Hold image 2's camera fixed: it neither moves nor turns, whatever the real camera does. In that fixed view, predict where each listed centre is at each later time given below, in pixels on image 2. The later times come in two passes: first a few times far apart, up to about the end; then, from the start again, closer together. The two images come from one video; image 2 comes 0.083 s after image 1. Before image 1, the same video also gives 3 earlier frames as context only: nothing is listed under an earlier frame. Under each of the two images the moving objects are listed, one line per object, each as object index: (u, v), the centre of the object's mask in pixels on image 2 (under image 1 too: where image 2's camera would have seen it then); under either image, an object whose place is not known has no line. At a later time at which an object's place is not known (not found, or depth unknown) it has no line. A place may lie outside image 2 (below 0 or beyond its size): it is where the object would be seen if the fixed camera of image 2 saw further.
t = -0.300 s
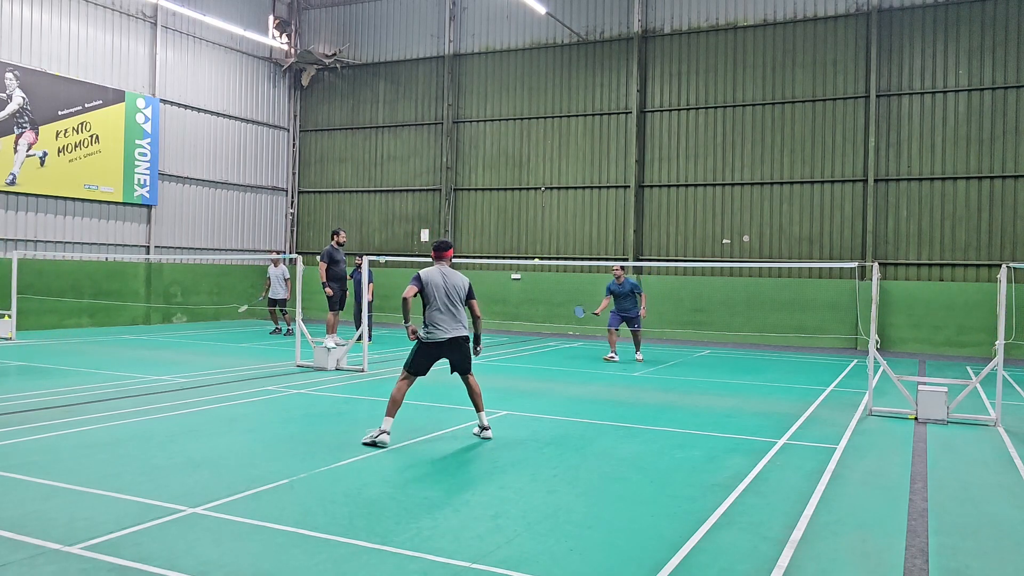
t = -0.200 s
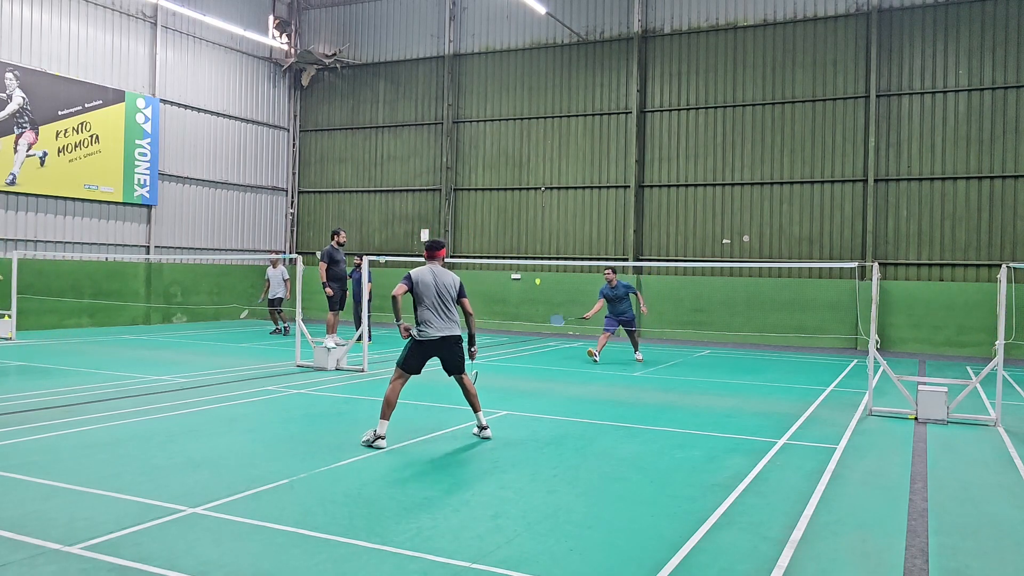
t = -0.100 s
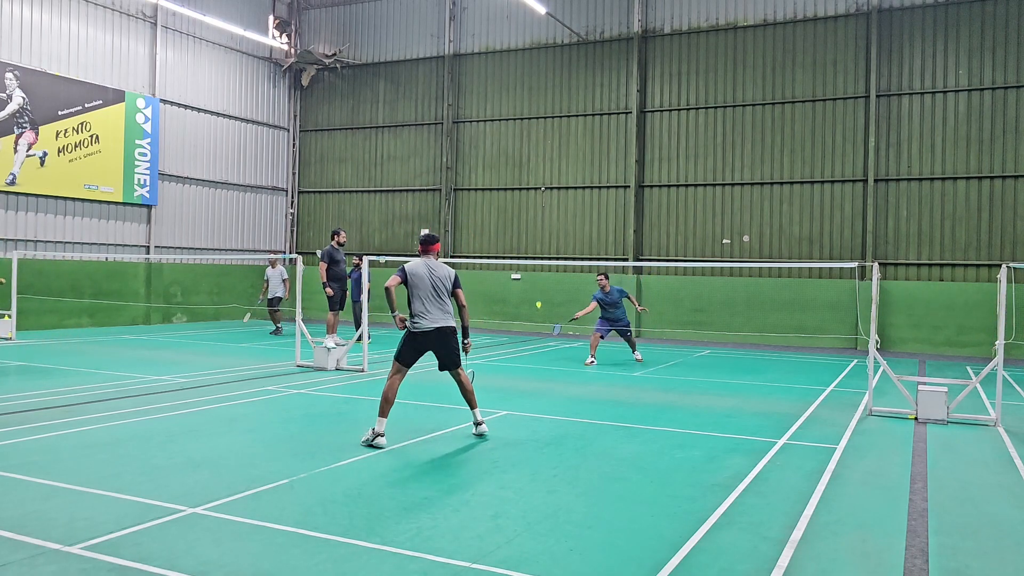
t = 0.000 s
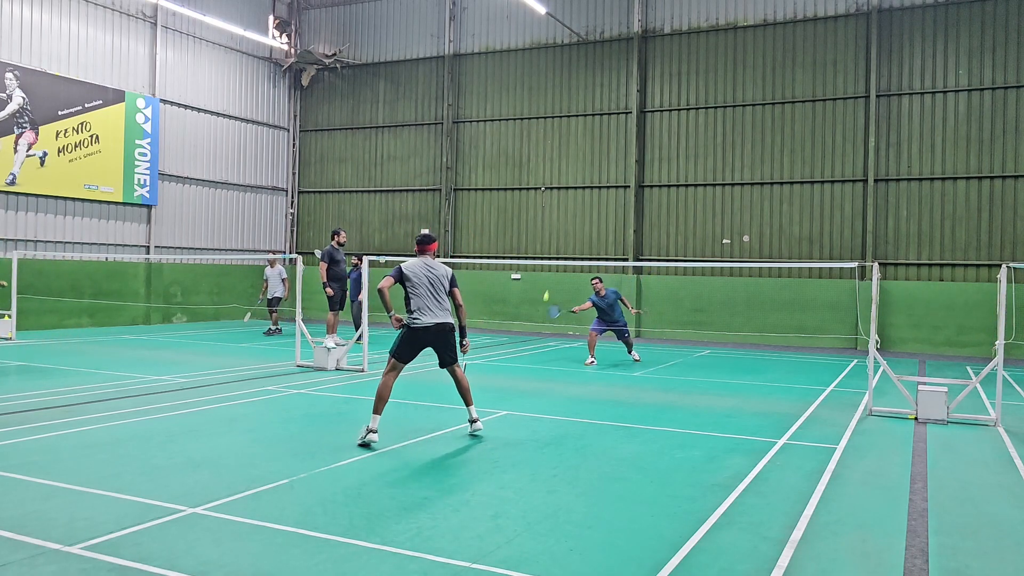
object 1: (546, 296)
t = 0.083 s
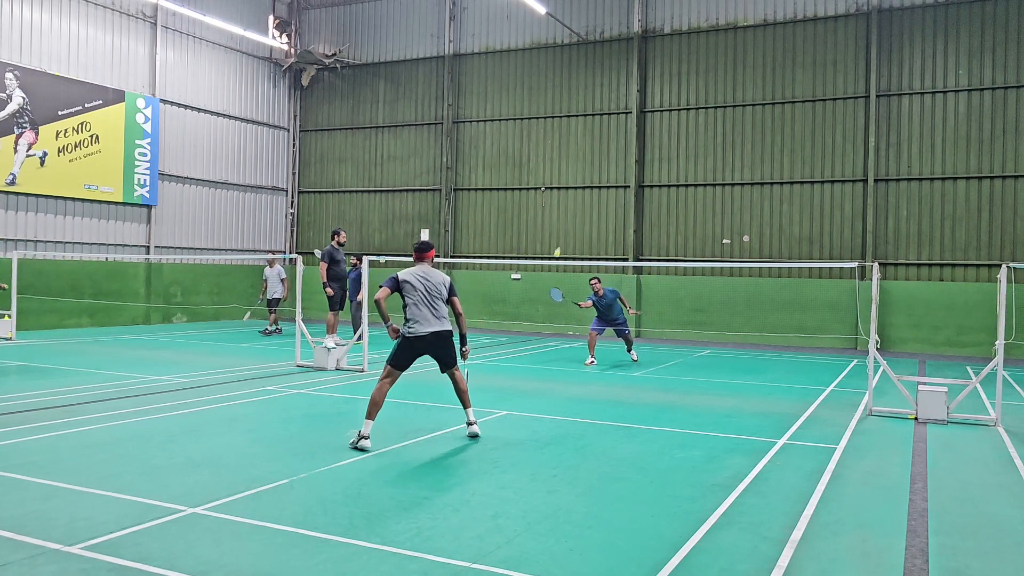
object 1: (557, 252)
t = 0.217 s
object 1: (575, 198)
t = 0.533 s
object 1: (613, 139)
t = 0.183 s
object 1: (571, 210)
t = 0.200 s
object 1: (573, 204)
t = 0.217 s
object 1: (575, 198)
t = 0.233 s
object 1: (577, 193)
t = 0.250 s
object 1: (579, 187)
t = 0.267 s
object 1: (581, 182)
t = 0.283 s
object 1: (583, 177)
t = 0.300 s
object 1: (586, 173)
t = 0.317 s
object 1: (588, 168)
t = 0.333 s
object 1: (589, 165)
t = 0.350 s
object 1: (592, 161)
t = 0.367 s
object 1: (593, 157)
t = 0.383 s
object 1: (595, 154)
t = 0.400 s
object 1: (597, 151)
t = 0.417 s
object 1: (599, 149)
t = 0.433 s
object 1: (602, 146)
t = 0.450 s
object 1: (604, 144)
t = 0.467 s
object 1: (606, 143)
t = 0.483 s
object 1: (607, 141)
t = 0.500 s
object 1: (609, 140)
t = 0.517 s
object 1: (611, 139)
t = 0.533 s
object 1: (613, 139)
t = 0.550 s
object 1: (615, 139)
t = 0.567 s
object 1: (617, 139)
